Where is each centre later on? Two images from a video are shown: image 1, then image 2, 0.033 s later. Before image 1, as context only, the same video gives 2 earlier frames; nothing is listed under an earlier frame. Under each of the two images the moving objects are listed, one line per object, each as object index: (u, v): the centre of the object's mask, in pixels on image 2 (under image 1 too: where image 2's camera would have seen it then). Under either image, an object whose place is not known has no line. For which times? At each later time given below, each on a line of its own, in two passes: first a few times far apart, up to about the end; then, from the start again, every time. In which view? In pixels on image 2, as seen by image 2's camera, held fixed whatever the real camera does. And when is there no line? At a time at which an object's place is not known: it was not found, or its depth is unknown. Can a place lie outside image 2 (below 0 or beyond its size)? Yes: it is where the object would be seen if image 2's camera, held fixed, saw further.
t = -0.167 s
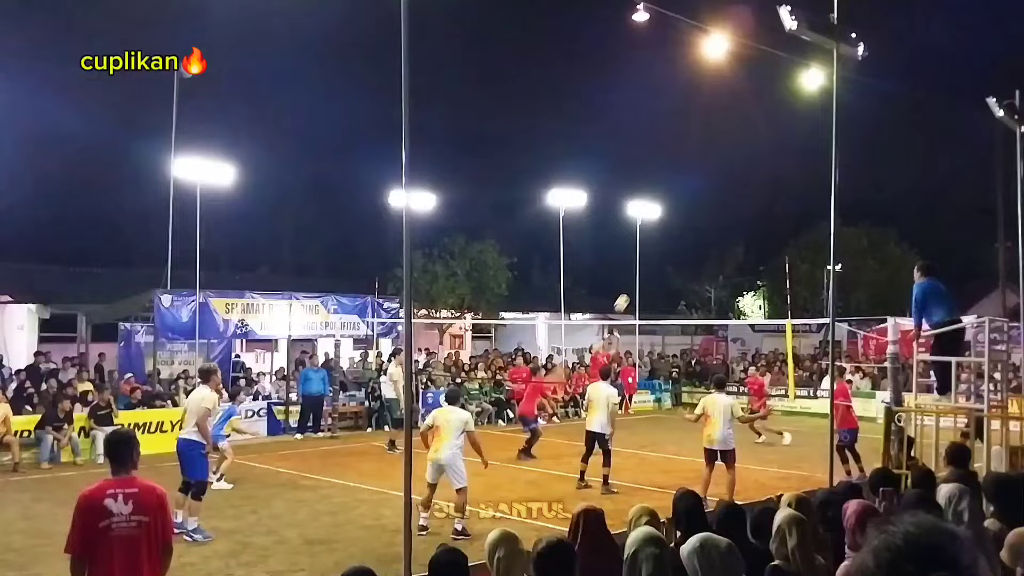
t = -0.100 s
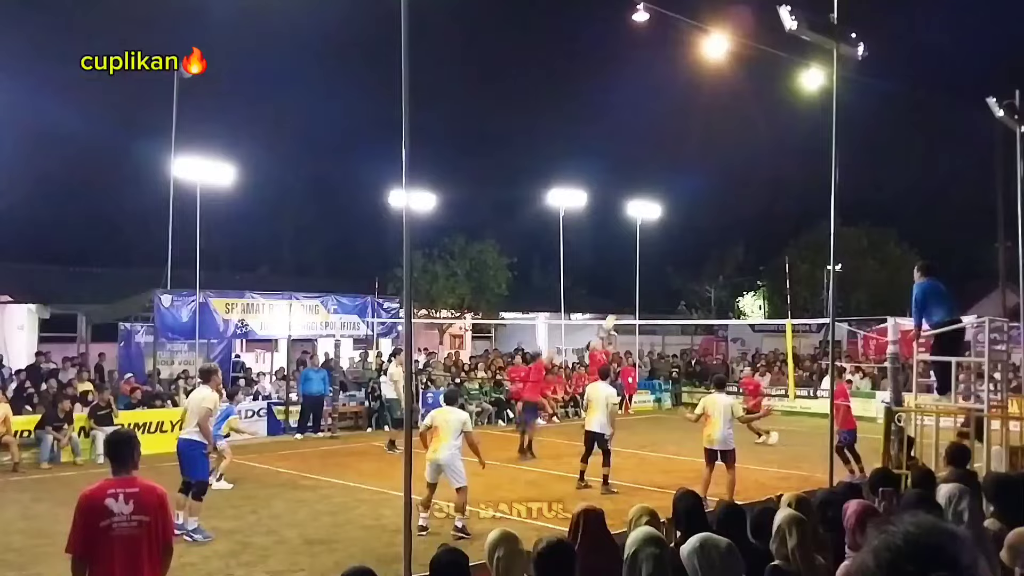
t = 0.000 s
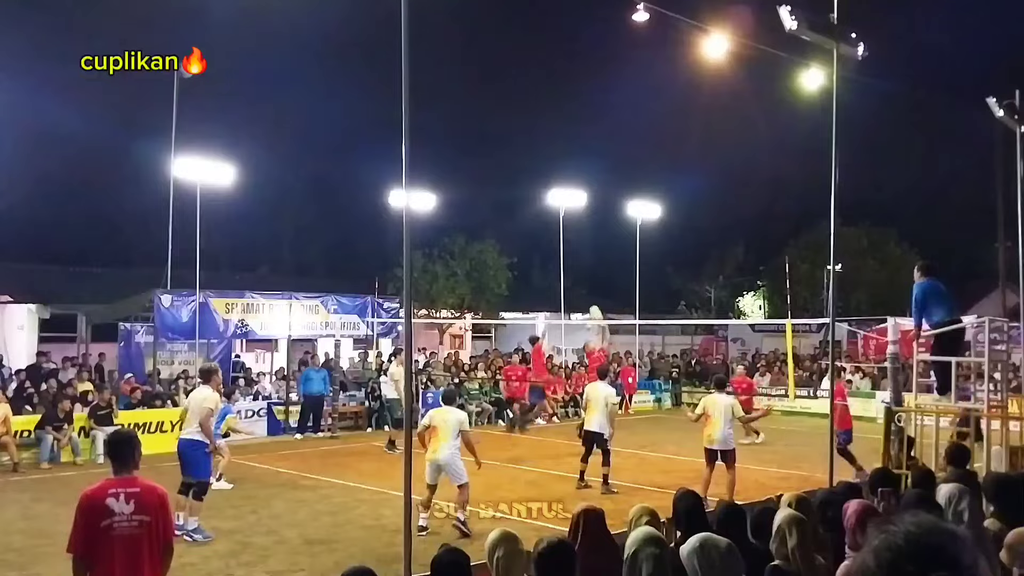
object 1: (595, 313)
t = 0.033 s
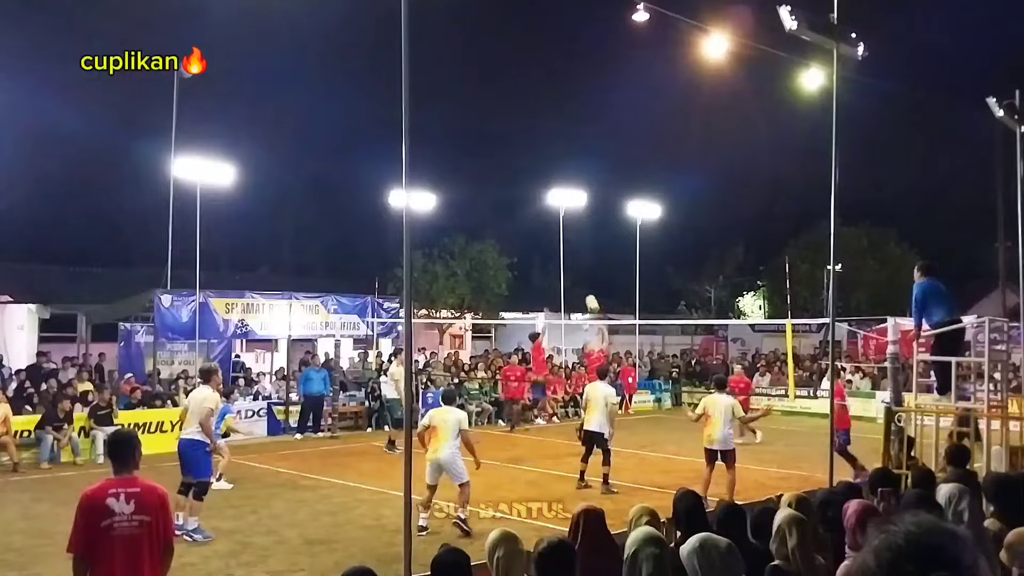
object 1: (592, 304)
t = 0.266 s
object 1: (566, 246)
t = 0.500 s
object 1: (540, 220)
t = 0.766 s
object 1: (513, 223)
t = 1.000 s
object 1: (492, 254)
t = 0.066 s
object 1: (588, 293)
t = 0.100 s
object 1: (584, 283)
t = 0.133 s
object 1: (580, 275)
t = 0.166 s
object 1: (577, 266)
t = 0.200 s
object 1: (573, 259)
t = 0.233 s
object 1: (569, 252)
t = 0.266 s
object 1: (566, 246)
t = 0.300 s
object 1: (561, 240)
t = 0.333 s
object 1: (557, 236)
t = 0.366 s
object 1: (554, 231)
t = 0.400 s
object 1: (550, 227)
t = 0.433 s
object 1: (547, 224)
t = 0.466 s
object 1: (543, 222)
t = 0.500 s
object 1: (540, 220)
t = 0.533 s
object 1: (537, 218)
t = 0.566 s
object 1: (533, 217)
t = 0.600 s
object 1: (530, 217)
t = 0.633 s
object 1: (527, 217)
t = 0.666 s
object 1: (523, 218)
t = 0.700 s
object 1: (520, 219)
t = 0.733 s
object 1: (517, 221)
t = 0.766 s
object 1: (513, 223)
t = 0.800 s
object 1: (510, 226)
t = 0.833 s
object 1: (507, 229)
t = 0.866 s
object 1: (504, 233)
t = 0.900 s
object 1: (501, 237)
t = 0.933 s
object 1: (497, 242)
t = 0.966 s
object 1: (495, 247)
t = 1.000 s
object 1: (492, 254)
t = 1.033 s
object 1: (488, 260)
